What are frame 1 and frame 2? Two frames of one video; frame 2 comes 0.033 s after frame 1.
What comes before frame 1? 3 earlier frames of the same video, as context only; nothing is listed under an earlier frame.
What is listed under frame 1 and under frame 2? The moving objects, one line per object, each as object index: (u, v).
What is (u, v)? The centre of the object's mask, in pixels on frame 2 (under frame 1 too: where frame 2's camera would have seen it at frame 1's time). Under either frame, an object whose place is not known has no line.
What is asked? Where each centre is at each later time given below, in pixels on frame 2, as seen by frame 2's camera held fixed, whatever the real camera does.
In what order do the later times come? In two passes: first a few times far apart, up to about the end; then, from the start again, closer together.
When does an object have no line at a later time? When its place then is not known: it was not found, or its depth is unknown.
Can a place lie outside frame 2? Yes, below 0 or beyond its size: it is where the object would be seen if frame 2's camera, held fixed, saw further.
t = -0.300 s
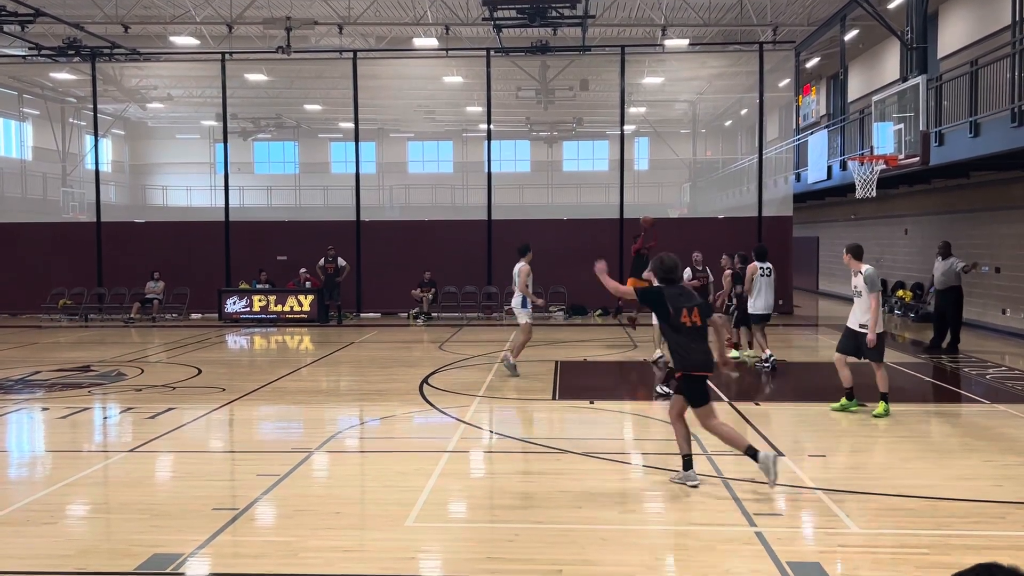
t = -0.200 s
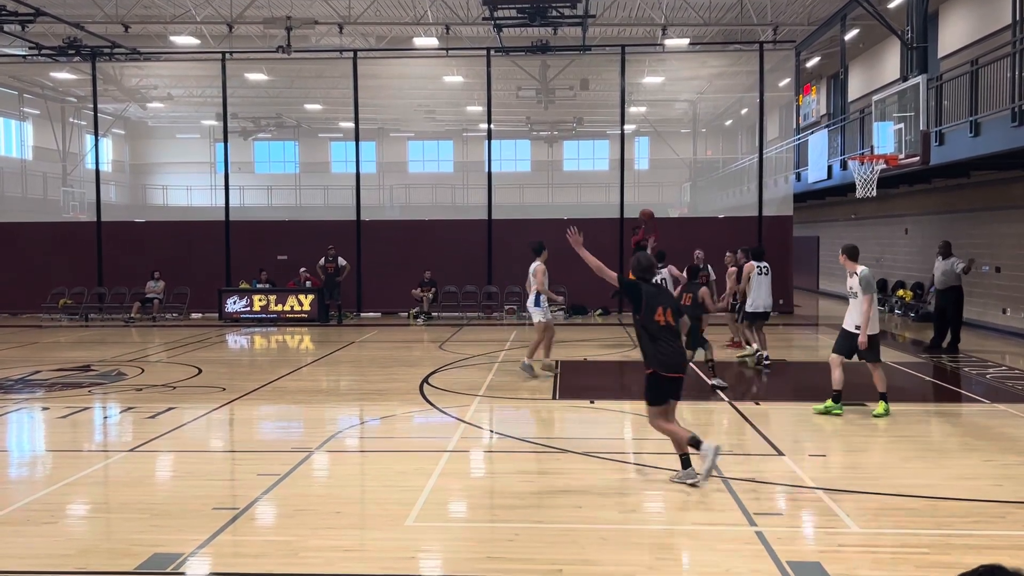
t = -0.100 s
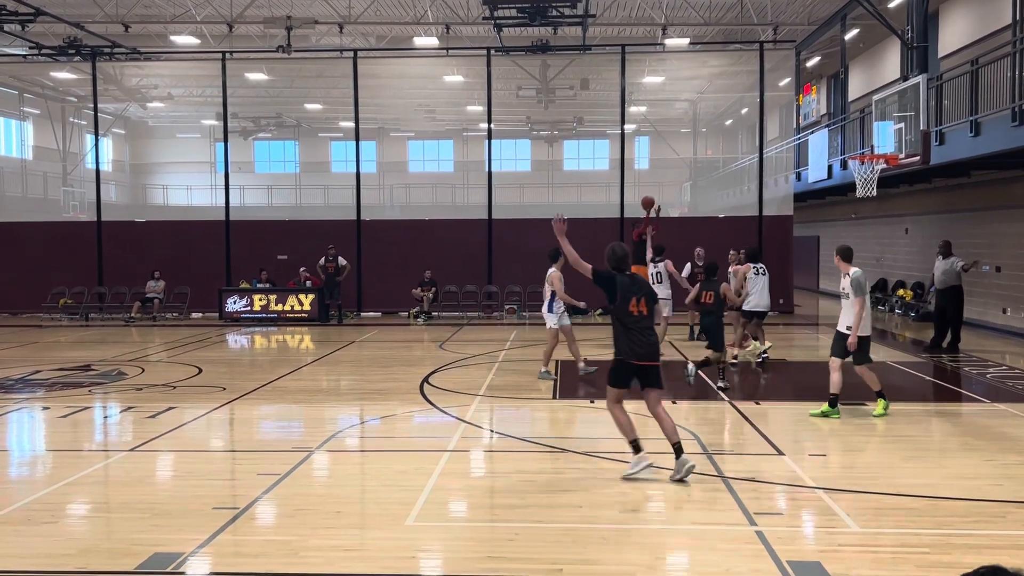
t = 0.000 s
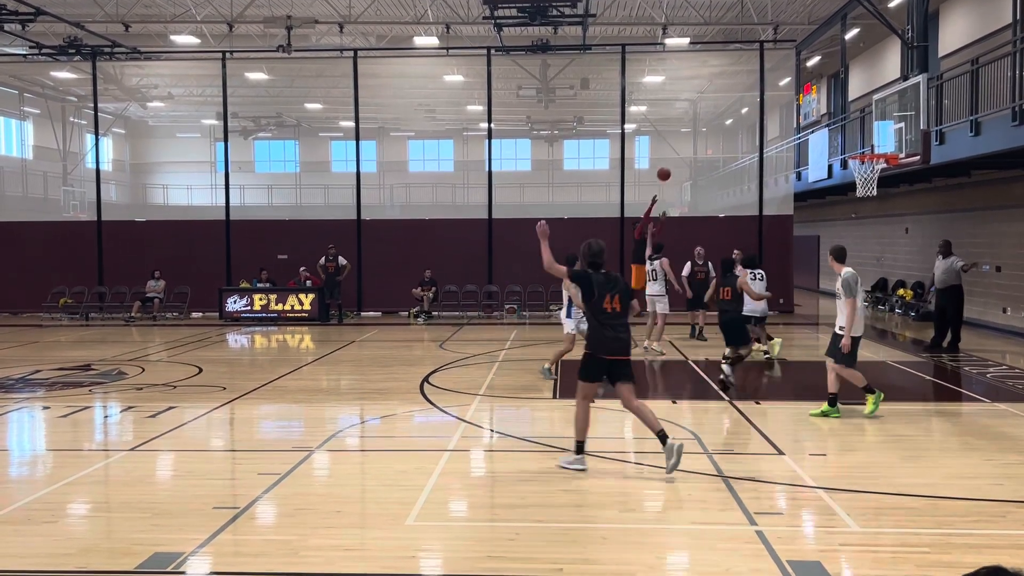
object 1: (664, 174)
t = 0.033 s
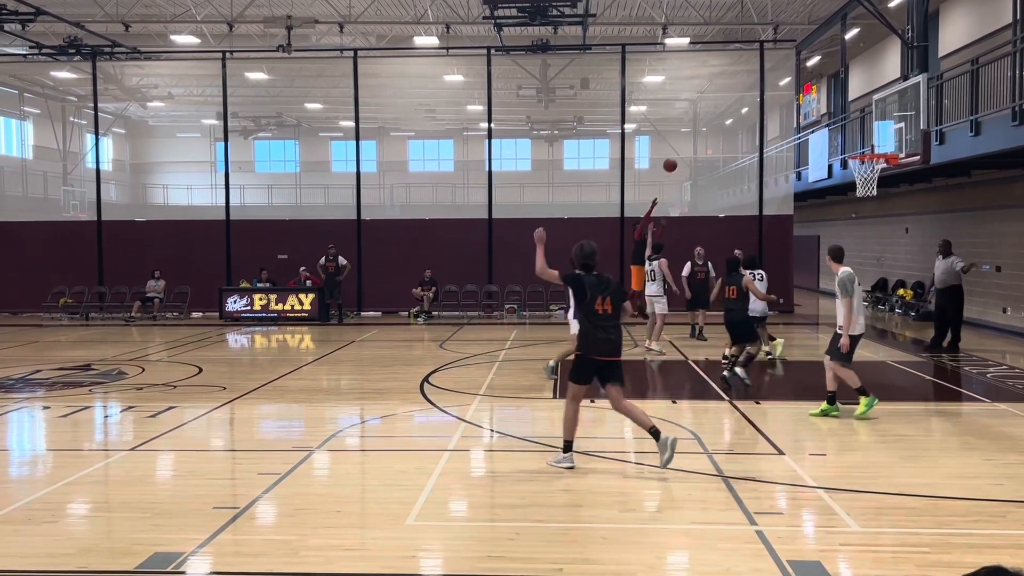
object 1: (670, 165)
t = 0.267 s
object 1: (717, 118)
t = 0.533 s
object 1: (777, 100)
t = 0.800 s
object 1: (844, 130)
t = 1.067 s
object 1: (863, 192)
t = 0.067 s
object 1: (676, 157)
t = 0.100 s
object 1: (683, 149)
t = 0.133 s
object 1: (689, 142)
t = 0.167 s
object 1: (696, 135)
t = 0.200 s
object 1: (703, 129)
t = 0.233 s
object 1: (710, 123)
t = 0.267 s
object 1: (717, 118)
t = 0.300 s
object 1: (724, 113)
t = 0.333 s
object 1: (731, 110)
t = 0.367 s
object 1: (738, 106)
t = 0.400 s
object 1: (746, 103)
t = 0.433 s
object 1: (753, 101)
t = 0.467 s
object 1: (761, 100)
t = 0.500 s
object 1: (769, 100)
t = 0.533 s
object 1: (777, 100)
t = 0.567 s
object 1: (785, 101)
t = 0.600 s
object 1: (792, 103)
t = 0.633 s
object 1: (801, 105)
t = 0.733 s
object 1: (826, 118)
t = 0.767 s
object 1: (835, 124)
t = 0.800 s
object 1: (844, 130)
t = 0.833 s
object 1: (852, 137)
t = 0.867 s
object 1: (862, 146)
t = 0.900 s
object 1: (872, 154)
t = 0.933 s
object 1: (872, 164)
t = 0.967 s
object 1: (876, 171)
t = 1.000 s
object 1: (880, 168)
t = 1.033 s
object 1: (864, 191)
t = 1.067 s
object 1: (863, 192)
